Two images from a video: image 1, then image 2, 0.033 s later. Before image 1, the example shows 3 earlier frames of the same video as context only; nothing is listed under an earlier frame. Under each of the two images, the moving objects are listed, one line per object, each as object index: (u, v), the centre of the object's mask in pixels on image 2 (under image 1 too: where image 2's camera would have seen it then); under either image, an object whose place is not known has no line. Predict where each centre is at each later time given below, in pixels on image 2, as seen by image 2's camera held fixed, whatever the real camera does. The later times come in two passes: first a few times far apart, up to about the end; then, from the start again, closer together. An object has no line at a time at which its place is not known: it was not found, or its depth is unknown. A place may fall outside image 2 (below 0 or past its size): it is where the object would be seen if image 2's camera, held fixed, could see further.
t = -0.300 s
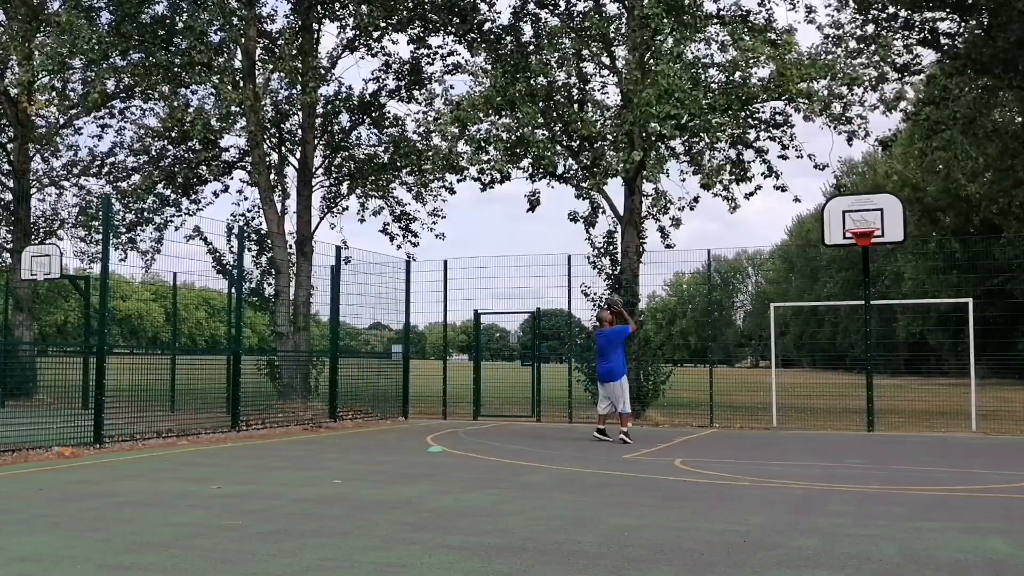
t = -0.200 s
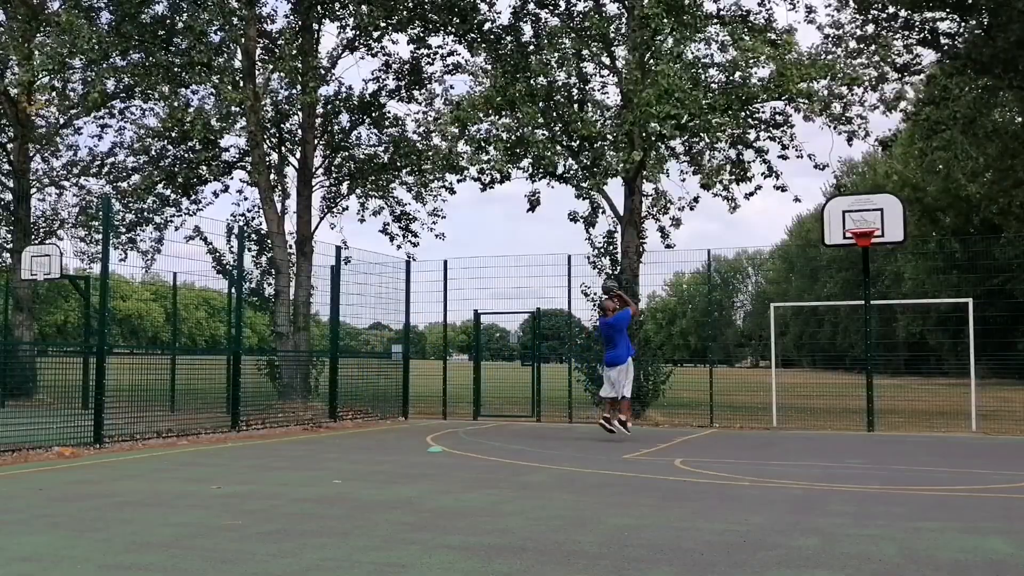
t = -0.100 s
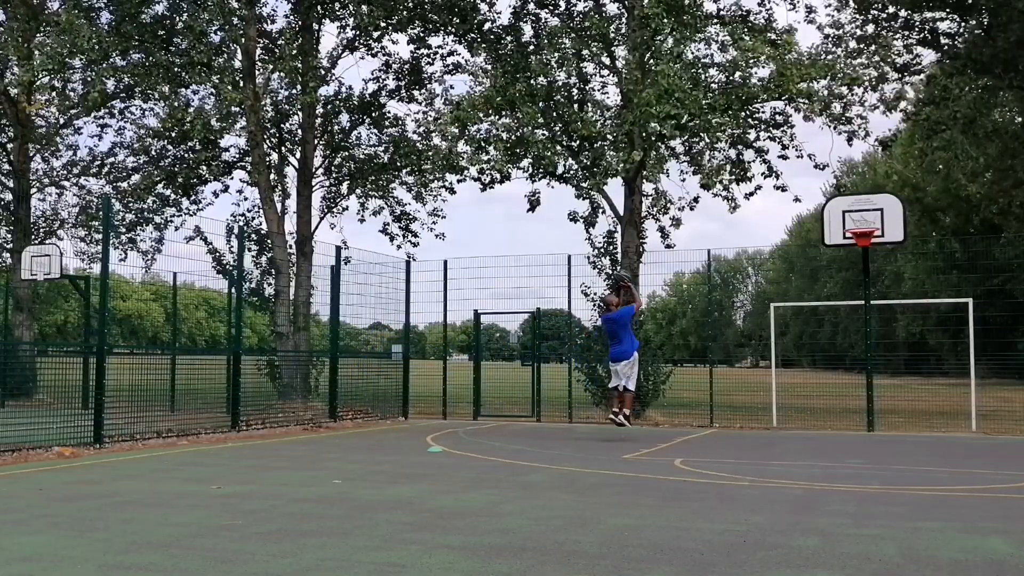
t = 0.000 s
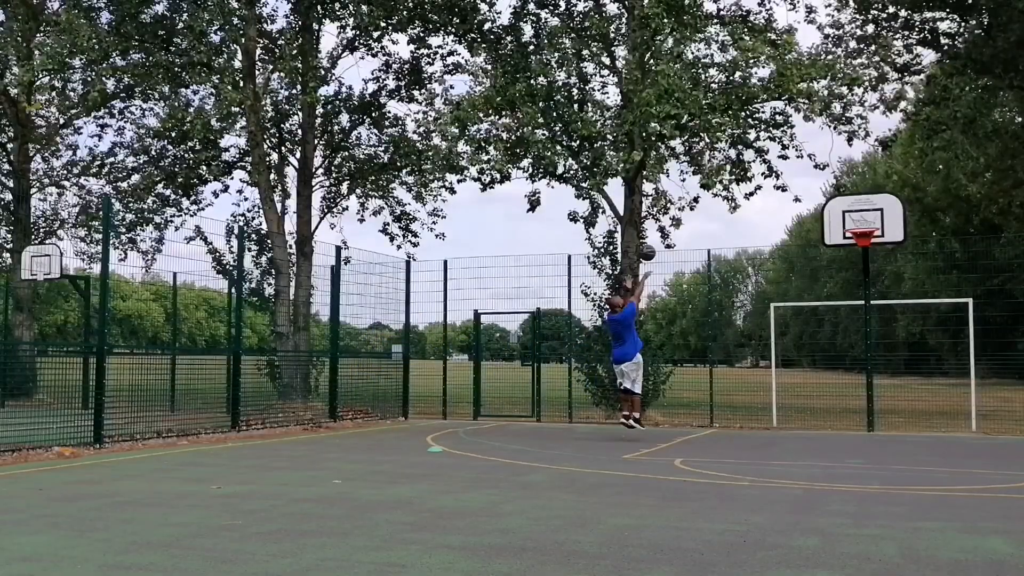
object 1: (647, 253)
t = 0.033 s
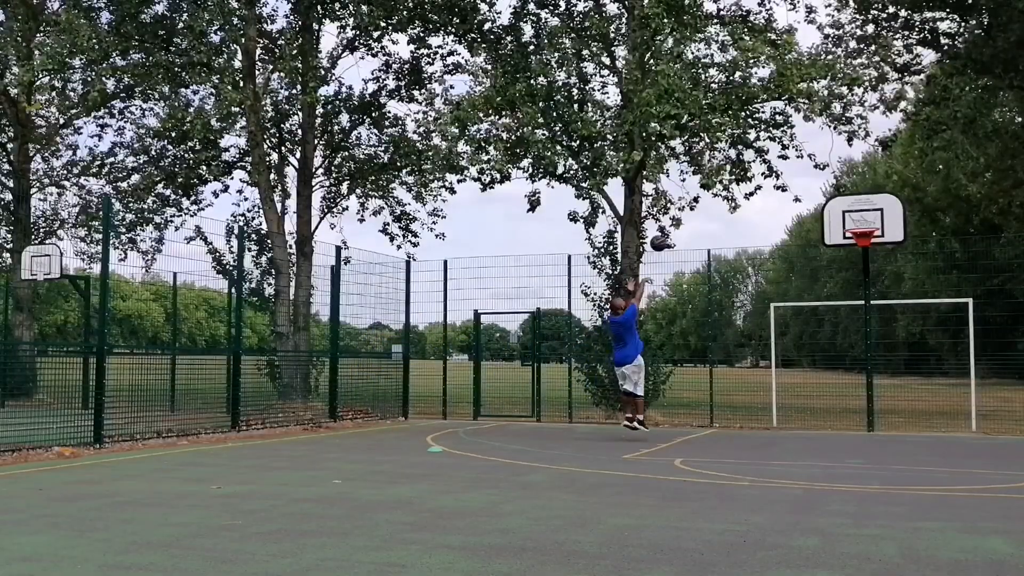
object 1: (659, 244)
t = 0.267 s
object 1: (734, 200)
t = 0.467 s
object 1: (795, 194)
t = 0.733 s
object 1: (862, 220)
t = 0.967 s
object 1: (862, 251)
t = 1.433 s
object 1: (893, 402)
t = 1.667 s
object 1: (899, 387)
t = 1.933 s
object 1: (904, 366)
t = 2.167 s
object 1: (908, 387)
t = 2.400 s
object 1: (914, 424)
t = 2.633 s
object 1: (918, 391)
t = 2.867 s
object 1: (923, 392)
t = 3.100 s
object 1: (930, 430)
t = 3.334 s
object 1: (933, 400)
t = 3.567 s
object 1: (938, 405)
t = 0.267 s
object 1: (734, 200)
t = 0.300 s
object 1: (744, 197)
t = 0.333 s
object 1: (754, 194)
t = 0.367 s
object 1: (765, 193)
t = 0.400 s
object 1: (775, 192)
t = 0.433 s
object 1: (785, 192)
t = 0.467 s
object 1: (795, 194)
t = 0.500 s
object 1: (805, 196)
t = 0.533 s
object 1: (816, 197)
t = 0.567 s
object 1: (825, 201)
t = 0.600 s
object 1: (835, 204)
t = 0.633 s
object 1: (845, 209)
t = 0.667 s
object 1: (851, 212)
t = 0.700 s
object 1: (857, 216)
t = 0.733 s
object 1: (862, 220)
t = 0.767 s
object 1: (868, 223)
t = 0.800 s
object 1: (865, 224)
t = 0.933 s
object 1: (860, 244)
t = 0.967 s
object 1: (862, 251)
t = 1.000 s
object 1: (866, 255)
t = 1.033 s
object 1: (867, 263)
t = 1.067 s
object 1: (870, 271)
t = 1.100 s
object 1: (871, 281)
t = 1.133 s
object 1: (874, 289)
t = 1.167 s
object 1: (877, 300)
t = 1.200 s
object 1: (878, 311)
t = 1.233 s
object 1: (880, 321)
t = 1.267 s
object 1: (882, 333)
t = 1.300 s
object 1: (885, 344)
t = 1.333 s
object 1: (887, 358)
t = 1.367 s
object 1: (888, 372)
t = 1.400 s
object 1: (890, 387)
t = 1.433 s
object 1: (893, 402)
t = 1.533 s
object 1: (898, 413)
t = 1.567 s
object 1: (898, 406)
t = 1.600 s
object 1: (899, 399)
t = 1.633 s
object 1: (899, 393)
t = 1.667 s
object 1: (899, 387)
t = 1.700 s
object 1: (900, 382)
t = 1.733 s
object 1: (900, 377)
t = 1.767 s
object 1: (901, 374)
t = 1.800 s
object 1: (901, 371)
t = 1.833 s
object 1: (902, 368)
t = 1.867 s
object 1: (903, 367)
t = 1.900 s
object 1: (904, 365)
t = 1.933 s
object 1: (904, 366)
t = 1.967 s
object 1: (905, 366)
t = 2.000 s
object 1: (905, 367)
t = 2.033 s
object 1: (905, 370)
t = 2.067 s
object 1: (906, 373)
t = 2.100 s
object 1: (907, 376)
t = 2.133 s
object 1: (907, 381)
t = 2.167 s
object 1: (908, 387)
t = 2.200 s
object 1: (909, 392)
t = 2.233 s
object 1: (910, 399)
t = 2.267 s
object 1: (911, 406)
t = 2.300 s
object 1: (912, 416)
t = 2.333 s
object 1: (913, 424)
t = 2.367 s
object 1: (913, 432)
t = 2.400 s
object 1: (914, 424)
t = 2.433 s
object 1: (914, 417)
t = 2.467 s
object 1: (915, 411)
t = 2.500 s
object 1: (915, 405)
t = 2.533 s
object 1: (916, 400)
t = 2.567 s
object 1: (916, 396)
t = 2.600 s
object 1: (917, 393)
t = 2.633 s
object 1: (918, 391)
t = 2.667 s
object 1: (918, 389)
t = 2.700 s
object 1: (919, 387)
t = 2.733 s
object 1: (920, 387)
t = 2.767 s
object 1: (921, 387)
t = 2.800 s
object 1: (921, 388)
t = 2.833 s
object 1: (922, 388)
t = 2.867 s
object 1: (923, 392)
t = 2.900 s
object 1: (924, 396)
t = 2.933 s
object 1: (925, 399)
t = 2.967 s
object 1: (926, 404)
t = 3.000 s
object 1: (926, 409)
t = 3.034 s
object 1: (927, 416)
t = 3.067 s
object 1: (928, 423)
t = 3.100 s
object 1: (930, 430)
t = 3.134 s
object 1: (930, 424)
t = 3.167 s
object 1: (930, 419)
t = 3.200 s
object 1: (930, 414)
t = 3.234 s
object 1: (931, 409)
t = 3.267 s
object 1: (931, 406)
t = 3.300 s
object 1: (933, 402)
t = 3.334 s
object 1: (933, 400)
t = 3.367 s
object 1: (933, 399)
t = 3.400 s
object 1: (934, 398)
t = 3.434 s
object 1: (935, 398)
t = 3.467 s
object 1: (936, 399)
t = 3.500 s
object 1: (936, 400)
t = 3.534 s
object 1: (937, 402)
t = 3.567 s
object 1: (938, 405)
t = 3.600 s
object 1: (939, 409)
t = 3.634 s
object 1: (939, 413)
